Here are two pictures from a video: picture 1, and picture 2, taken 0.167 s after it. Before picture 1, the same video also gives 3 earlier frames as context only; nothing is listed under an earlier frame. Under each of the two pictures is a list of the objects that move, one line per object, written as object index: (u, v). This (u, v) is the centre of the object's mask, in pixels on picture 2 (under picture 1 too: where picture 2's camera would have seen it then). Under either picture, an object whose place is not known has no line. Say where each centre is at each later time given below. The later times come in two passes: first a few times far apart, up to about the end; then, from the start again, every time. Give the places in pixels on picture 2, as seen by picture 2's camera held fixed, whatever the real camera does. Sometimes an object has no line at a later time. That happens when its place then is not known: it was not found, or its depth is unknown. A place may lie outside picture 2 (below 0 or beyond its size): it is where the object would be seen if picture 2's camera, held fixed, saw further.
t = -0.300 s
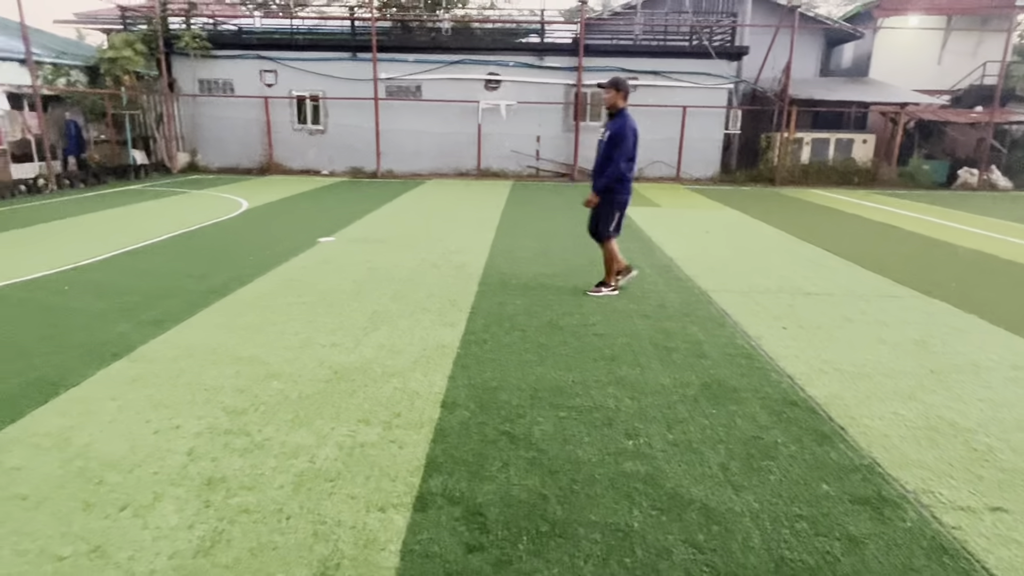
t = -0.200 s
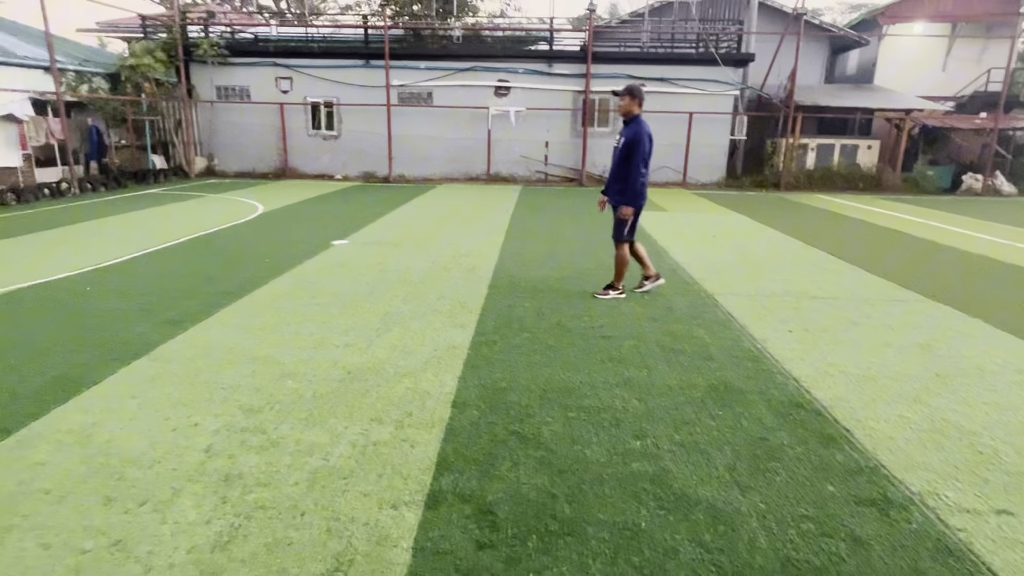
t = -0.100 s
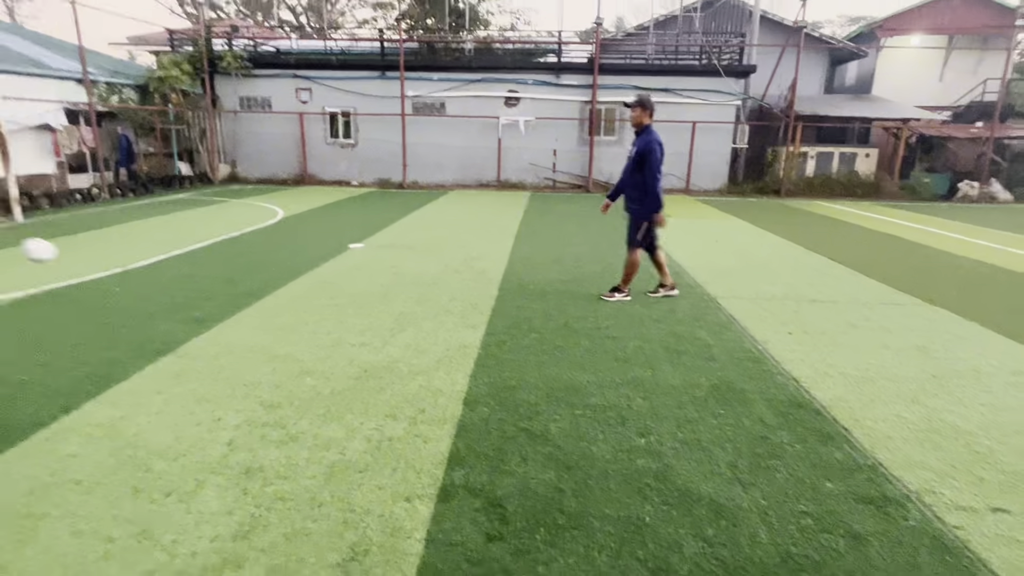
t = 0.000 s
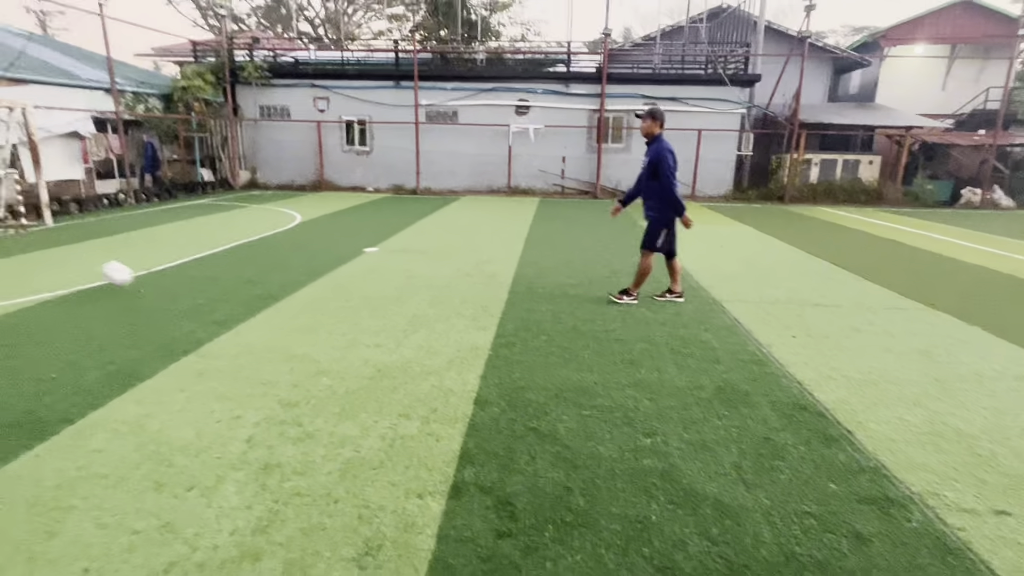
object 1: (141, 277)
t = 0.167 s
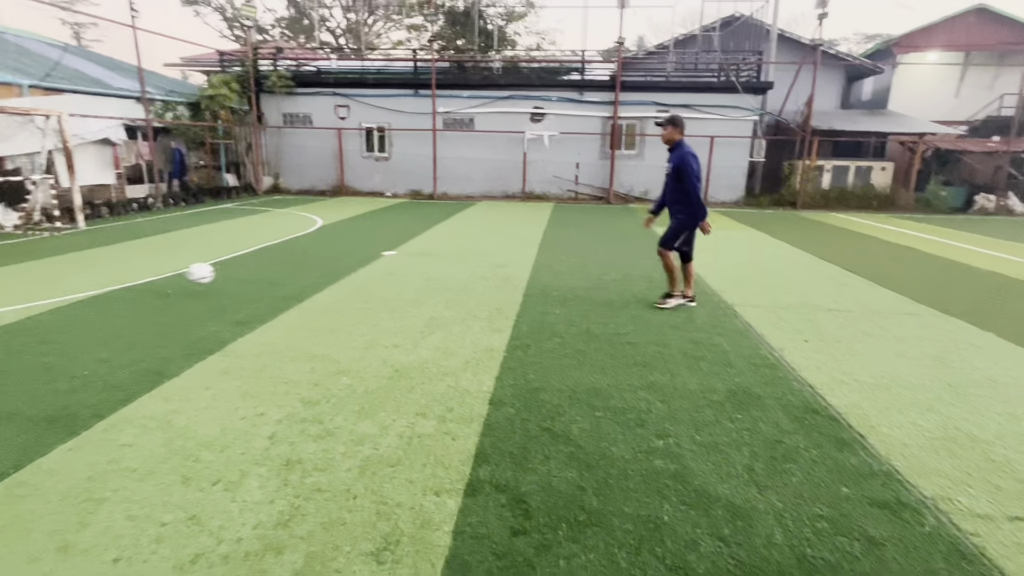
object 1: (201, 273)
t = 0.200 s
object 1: (211, 272)
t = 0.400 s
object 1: (268, 283)
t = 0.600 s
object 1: (301, 282)
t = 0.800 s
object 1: (332, 282)
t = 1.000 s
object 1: (360, 281)
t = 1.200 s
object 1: (387, 281)
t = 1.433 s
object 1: (416, 280)
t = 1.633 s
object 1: (439, 279)
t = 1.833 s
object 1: (461, 278)
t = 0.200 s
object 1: (211, 272)
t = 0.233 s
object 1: (221, 273)
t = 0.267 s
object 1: (231, 273)
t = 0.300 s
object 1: (241, 276)
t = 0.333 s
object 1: (251, 280)
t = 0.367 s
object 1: (261, 284)
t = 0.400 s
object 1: (268, 283)
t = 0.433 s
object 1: (273, 281)
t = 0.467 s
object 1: (279, 279)
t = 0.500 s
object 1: (285, 279)
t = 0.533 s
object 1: (290, 279)
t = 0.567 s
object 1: (296, 282)
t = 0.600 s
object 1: (301, 282)
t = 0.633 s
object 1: (306, 281)
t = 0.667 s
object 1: (312, 281)
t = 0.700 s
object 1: (317, 282)
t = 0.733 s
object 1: (322, 282)
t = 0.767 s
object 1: (327, 281)
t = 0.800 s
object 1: (332, 282)
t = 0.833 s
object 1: (337, 281)
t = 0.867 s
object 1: (341, 281)
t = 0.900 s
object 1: (346, 281)
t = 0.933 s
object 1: (350, 281)
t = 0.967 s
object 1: (355, 281)
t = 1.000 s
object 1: (360, 281)
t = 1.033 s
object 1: (364, 281)
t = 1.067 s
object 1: (369, 281)
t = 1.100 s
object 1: (373, 281)
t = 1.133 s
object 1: (377, 281)
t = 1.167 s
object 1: (382, 280)
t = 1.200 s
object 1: (387, 281)
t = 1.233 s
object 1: (391, 280)
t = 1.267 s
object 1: (395, 280)
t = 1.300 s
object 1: (399, 280)
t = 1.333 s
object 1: (403, 280)
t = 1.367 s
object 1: (408, 280)
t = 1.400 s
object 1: (412, 280)
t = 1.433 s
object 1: (416, 280)
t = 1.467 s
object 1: (420, 279)
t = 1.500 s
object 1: (424, 279)
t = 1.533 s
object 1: (428, 279)
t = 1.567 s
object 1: (431, 279)
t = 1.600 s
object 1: (435, 279)
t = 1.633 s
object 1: (439, 279)
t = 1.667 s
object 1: (443, 279)
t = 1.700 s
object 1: (447, 279)
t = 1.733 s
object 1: (450, 279)
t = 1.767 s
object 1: (454, 279)
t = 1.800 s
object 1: (458, 279)
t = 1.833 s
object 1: (461, 278)
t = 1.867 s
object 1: (464, 278)
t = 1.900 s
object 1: (468, 278)
